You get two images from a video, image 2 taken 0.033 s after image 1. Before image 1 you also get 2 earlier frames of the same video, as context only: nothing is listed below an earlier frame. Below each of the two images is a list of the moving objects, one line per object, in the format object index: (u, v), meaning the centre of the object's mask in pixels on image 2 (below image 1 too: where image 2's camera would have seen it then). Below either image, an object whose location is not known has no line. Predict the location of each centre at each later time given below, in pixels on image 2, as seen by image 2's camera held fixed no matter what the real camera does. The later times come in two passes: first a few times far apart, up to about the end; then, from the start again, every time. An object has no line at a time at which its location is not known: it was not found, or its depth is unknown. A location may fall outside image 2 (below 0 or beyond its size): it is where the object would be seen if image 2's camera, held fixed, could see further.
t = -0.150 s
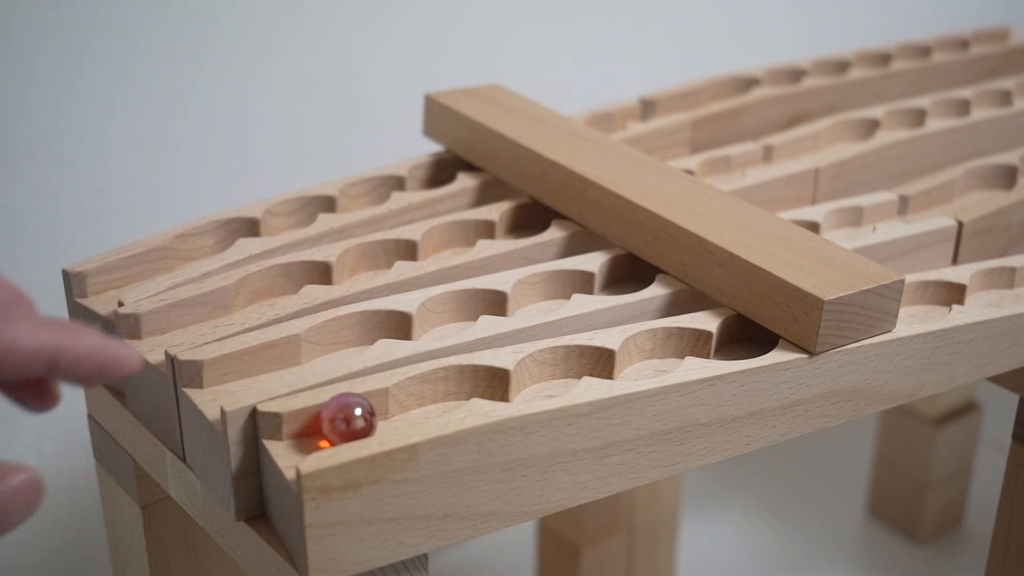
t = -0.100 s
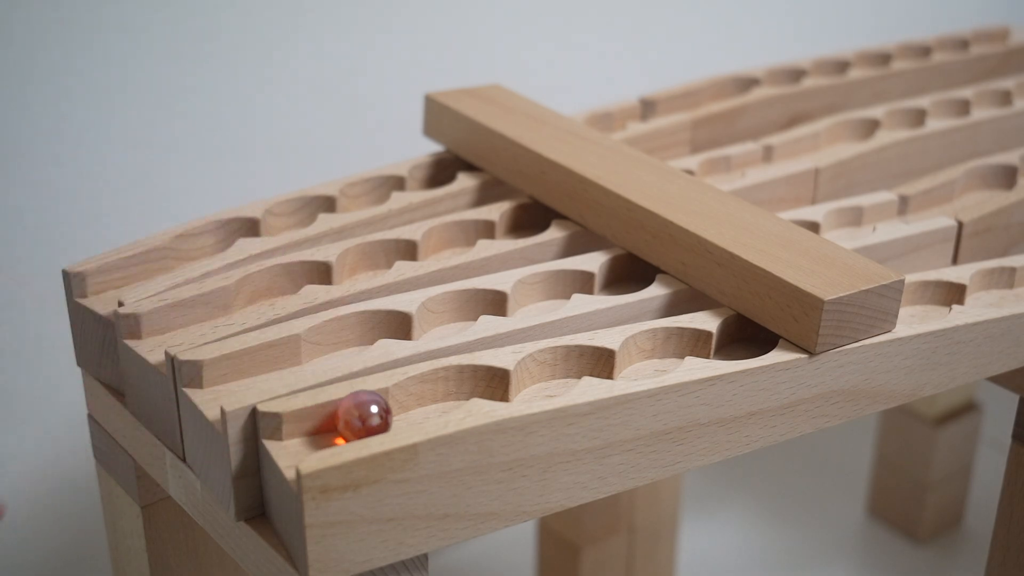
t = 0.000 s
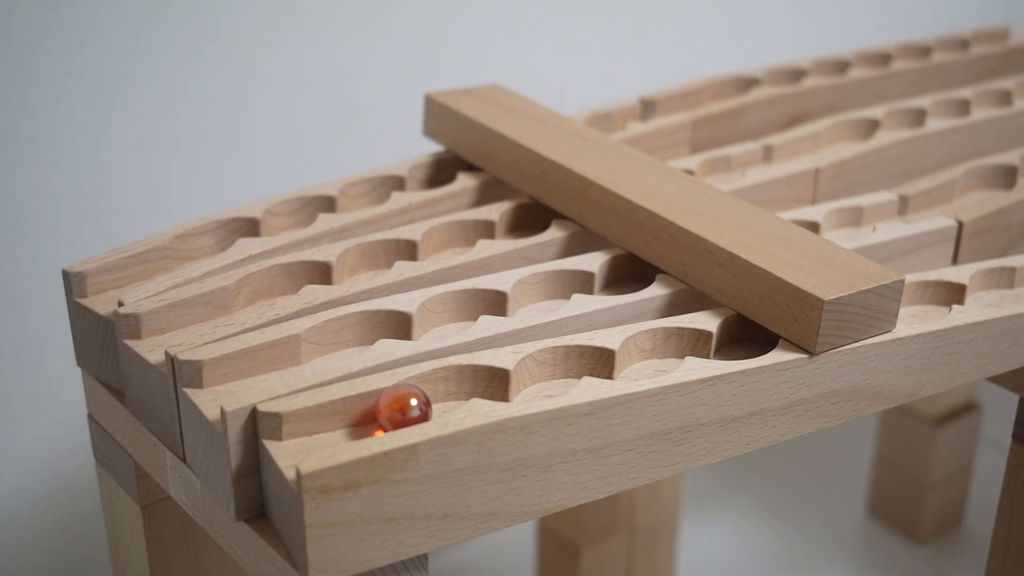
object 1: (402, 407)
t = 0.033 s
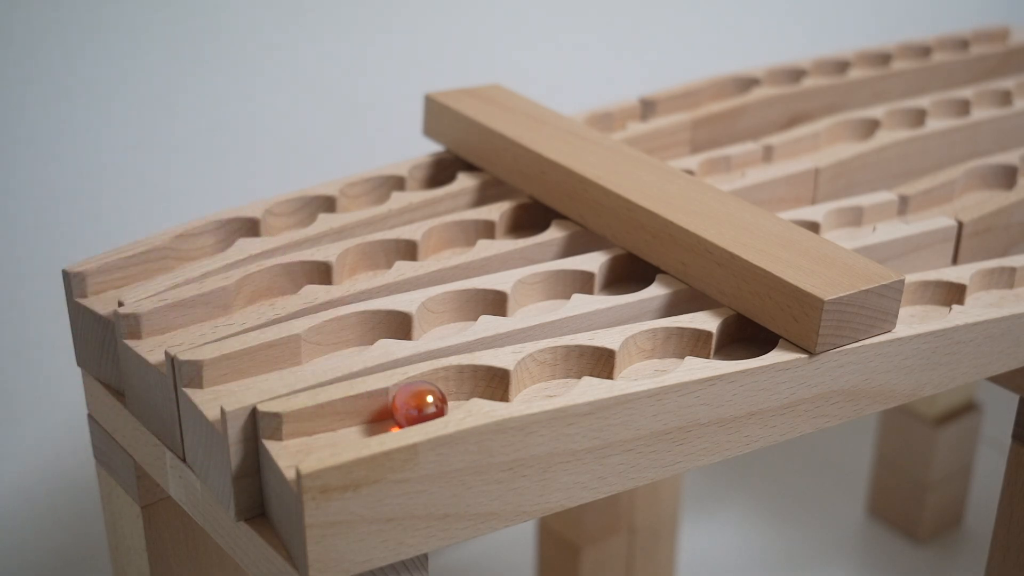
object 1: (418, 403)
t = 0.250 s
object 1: (480, 385)
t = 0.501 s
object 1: (546, 382)
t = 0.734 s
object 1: (591, 363)
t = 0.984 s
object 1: (653, 359)
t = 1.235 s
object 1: (710, 344)
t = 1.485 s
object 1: (745, 338)
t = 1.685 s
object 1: (742, 339)
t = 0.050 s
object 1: (426, 402)
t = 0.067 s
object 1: (434, 399)
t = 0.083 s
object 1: (439, 397)
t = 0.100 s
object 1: (440, 395)
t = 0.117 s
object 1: (441, 393)
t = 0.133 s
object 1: (443, 391)
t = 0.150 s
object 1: (446, 391)
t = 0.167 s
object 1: (451, 390)
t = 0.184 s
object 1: (455, 389)
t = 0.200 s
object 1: (461, 388)
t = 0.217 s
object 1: (466, 387)
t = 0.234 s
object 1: (473, 386)
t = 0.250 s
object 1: (480, 385)
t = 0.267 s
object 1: (487, 385)
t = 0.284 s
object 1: (494, 385)
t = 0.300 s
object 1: (499, 385)
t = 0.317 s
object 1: (504, 387)
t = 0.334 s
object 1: (508, 387)
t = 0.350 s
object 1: (513, 388)
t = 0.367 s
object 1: (517, 389)
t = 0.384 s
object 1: (520, 388)
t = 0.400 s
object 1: (523, 388)
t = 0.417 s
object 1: (527, 387)
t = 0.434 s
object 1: (531, 387)
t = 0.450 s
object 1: (535, 386)
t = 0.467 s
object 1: (540, 385)
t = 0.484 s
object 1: (543, 384)
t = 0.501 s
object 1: (546, 382)
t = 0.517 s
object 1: (548, 381)
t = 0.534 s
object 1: (550, 380)
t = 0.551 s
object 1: (551, 378)
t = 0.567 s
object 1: (552, 377)
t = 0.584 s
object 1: (553, 375)
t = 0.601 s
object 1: (555, 373)
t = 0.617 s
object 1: (557, 371)
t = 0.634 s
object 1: (560, 368)
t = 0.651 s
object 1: (564, 367)
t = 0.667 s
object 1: (569, 365)
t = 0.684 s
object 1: (574, 364)
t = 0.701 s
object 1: (579, 363)
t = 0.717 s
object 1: (585, 363)
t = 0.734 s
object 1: (591, 363)
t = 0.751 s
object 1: (597, 363)
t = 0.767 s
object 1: (602, 363)
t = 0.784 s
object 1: (608, 364)
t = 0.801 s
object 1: (613, 365)
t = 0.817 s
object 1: (618, 366)
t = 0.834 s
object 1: (624, 366)
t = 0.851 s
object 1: (630, 367)
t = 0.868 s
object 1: (634, 366)
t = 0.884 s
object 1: (636, 366)
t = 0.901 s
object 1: (639, 365)
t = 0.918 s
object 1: (643, 364)
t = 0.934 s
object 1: (646, 363)
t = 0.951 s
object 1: (650, 362)
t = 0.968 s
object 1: (652, 361)
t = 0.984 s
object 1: (653, 359)
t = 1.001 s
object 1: (655, 358)
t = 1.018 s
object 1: (656, 356)
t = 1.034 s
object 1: (657, 354)
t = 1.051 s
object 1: (658, 353)
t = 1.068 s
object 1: (660, 350)
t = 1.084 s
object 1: (663, 348)
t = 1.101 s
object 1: (667, 348)
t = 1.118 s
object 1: (672, 346)
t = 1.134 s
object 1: (677, 345)
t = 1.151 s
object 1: (682, 344)
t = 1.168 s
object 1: (688, 343)
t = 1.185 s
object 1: (693, 343)
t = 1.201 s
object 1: (699, 343)
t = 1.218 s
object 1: (704, 344)
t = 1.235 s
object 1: (710, 344)
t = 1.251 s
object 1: (717, 345)
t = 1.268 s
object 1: (722, 345)
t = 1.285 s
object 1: (729, 346)
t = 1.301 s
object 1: (733, 346)
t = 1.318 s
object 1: (734, 346)
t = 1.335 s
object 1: (737, 345)
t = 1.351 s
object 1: (739, 344)
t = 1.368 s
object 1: (742, 344)
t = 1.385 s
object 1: (747, 343)
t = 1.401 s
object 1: (749, 341)
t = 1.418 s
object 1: (750, 340)
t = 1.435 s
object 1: (749, 340)
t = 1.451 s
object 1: (747, 339)
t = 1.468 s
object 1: (746, 339)
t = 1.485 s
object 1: (745, 338)
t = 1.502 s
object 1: (743, 338)
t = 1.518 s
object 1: (743, 338)
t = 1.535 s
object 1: (742, 338)
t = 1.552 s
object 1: (742, 338)
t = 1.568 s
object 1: (742, 338)
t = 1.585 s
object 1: (742, 338)
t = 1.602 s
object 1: (742, 338)
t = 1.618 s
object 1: (742, 339)
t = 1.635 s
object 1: (742, 339)
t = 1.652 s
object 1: (742, 339)
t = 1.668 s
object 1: (742, 339)
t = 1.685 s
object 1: (742, 339)
